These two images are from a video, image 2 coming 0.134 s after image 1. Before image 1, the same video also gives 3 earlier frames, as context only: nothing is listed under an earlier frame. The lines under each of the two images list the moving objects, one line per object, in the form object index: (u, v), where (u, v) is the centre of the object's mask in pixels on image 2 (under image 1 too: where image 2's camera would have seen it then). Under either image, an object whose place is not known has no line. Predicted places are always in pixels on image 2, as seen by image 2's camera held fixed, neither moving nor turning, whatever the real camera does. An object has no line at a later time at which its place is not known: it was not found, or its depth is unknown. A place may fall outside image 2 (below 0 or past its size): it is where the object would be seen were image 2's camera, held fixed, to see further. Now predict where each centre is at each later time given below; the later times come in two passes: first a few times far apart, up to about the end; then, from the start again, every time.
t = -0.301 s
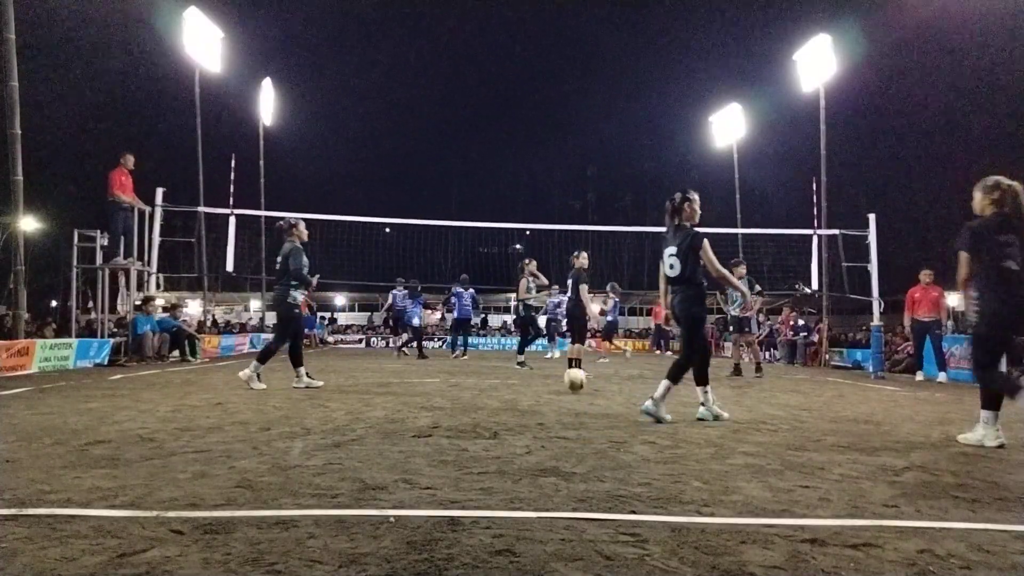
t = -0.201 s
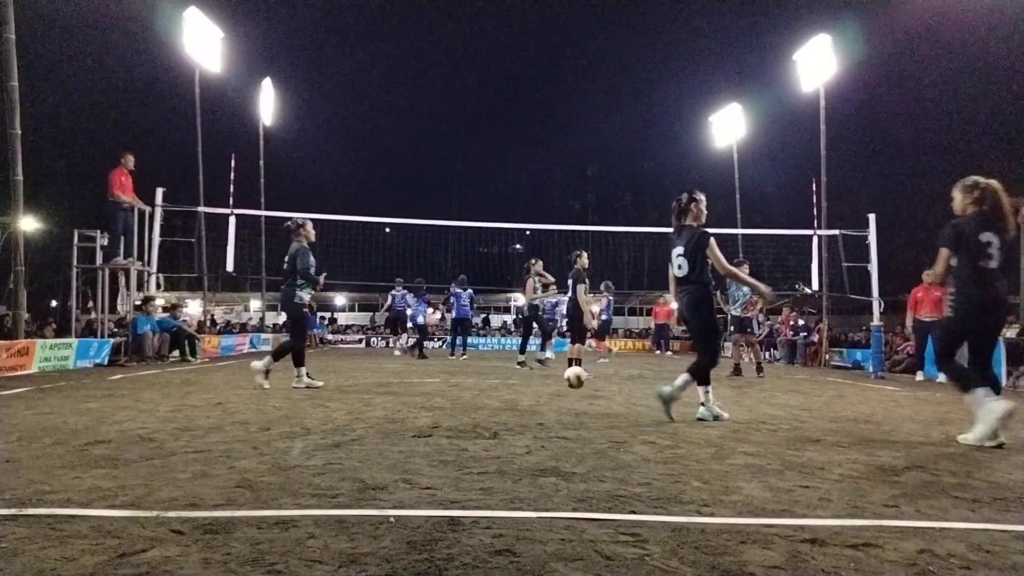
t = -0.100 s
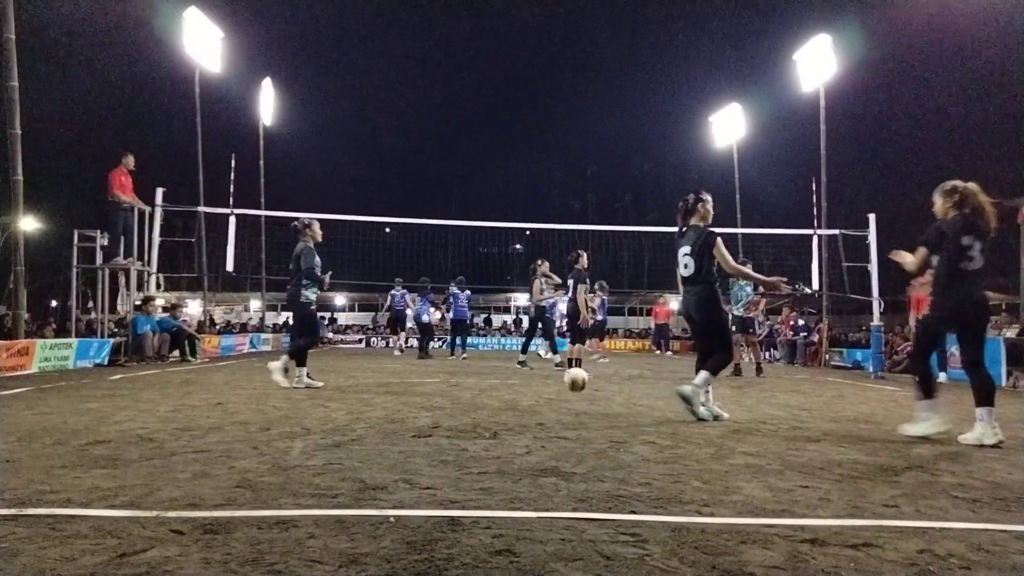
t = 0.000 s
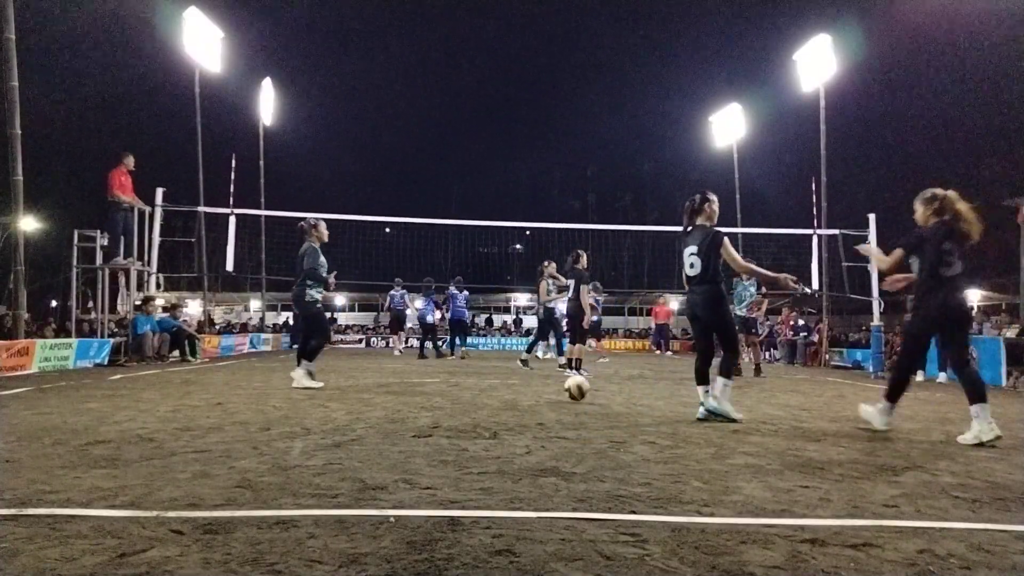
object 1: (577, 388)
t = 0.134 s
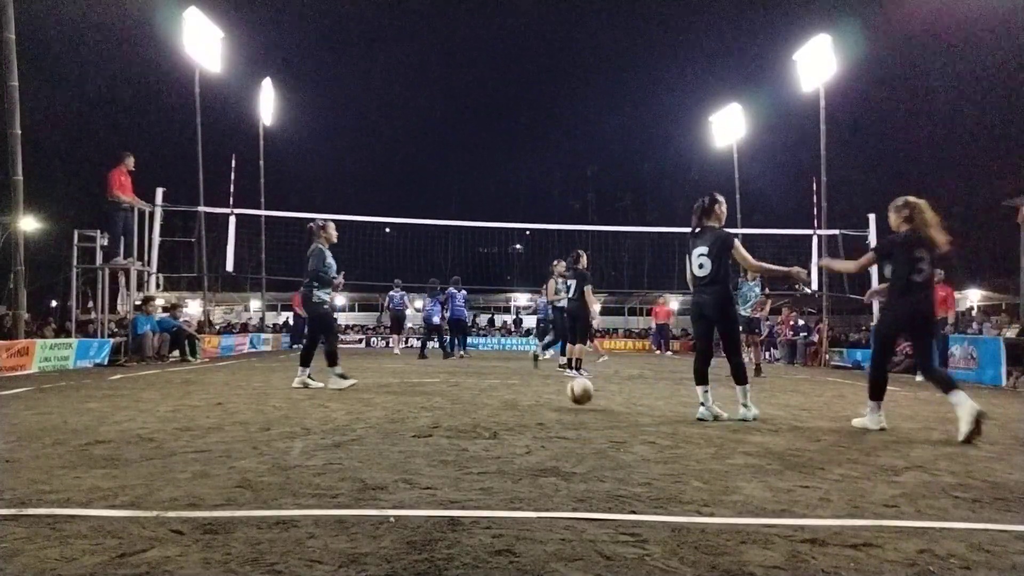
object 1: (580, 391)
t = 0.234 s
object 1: (582, 397)
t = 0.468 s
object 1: (590, 409)
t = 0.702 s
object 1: (603, 421)
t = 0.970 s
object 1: (628, 444)
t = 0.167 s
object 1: (581, 396)
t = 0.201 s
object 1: (582, 398)
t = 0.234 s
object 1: (582, 397)
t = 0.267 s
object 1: (583, 399)
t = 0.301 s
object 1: (584, 401)
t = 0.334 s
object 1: (585, 404)
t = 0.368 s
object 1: (586, 403)
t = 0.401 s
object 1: (587, 404)
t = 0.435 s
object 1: (589, 407)
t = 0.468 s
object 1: (590, 409)
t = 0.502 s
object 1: (591, 410)
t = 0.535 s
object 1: (593, 413)
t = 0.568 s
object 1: (595, 415)
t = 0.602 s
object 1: (596, 415)
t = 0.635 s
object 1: (598, 418)
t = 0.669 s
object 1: (600, 421)
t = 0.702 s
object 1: (603, 421)
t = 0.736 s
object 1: (605, 421)
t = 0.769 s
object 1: (608, 426)
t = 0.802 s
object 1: (611, 431)
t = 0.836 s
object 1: (613, 431)
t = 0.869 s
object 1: (617, 430)
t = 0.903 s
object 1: (621, 432)
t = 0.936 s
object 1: (624, 437)
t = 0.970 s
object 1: (628, 444)
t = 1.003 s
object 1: (632, 446)
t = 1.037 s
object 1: (638, 450)
